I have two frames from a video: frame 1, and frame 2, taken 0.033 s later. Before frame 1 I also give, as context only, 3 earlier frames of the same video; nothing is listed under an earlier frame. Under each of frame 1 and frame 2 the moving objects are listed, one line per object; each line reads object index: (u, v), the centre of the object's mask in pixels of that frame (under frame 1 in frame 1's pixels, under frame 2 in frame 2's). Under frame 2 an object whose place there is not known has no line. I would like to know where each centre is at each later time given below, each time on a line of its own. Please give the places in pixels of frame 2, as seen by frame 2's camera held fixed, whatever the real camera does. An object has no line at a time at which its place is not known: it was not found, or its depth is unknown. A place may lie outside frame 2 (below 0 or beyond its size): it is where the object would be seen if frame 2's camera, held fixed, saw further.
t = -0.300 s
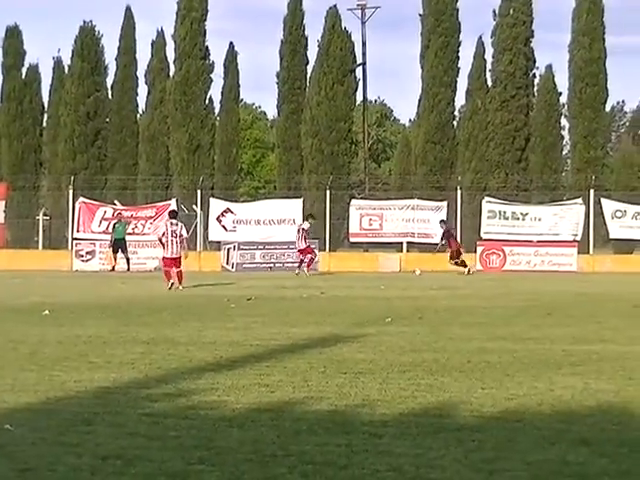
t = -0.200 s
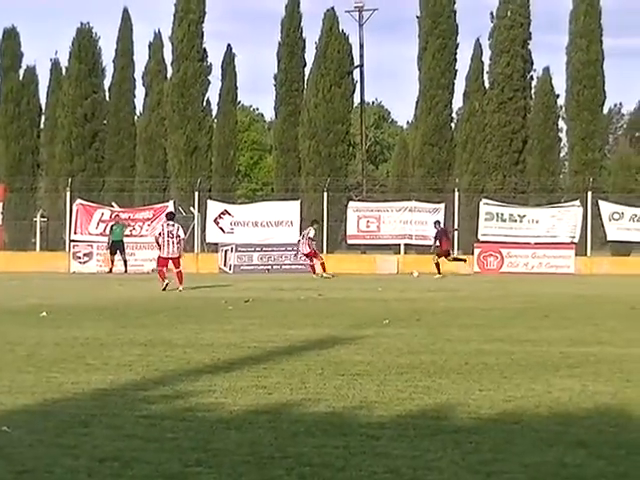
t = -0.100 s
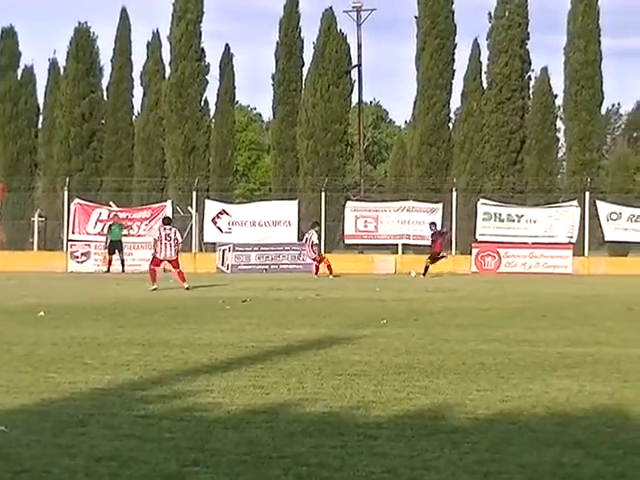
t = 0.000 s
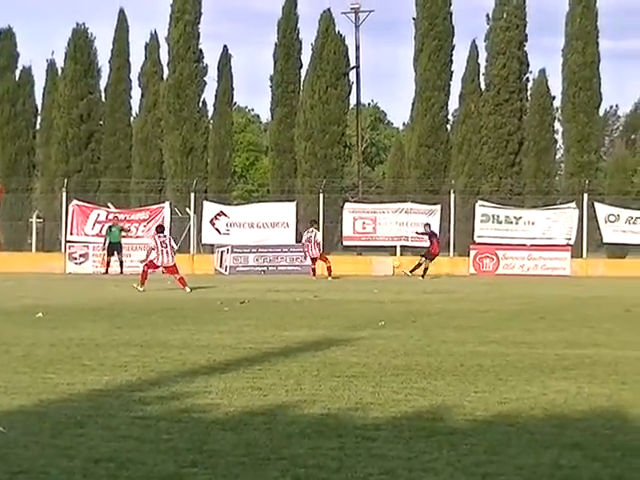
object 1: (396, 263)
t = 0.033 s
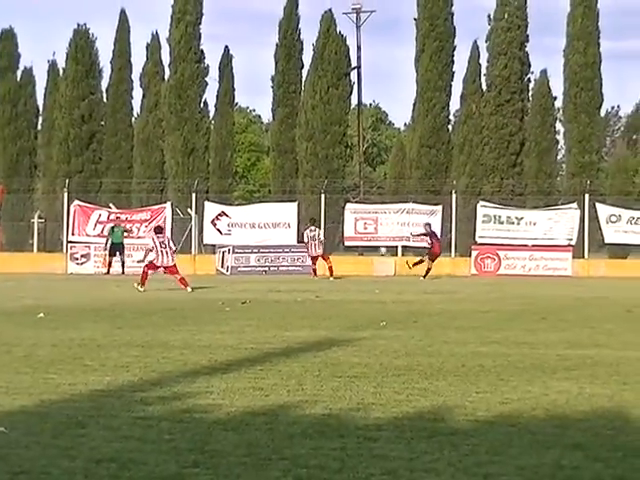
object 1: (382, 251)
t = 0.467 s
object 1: (193, 98)
